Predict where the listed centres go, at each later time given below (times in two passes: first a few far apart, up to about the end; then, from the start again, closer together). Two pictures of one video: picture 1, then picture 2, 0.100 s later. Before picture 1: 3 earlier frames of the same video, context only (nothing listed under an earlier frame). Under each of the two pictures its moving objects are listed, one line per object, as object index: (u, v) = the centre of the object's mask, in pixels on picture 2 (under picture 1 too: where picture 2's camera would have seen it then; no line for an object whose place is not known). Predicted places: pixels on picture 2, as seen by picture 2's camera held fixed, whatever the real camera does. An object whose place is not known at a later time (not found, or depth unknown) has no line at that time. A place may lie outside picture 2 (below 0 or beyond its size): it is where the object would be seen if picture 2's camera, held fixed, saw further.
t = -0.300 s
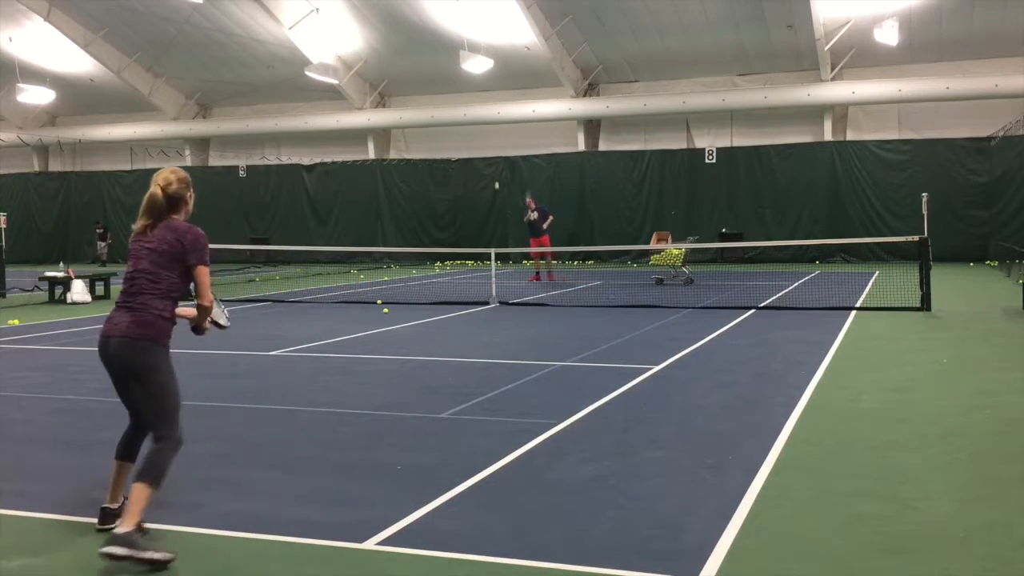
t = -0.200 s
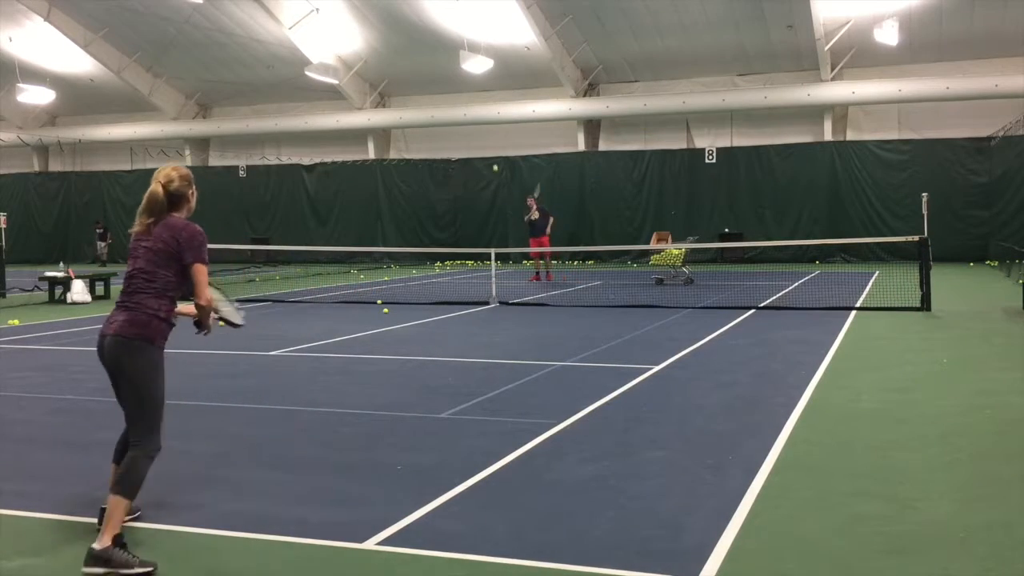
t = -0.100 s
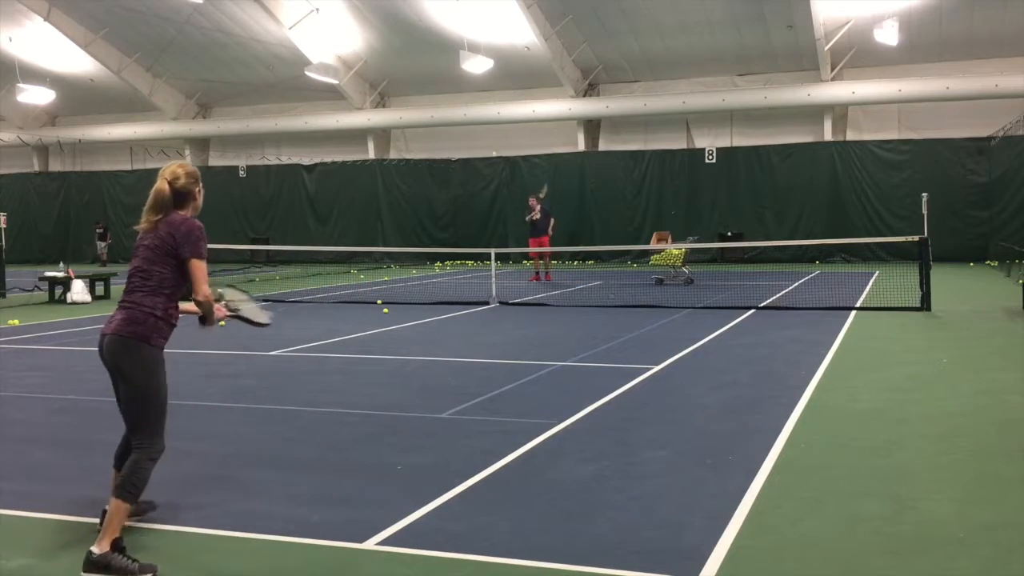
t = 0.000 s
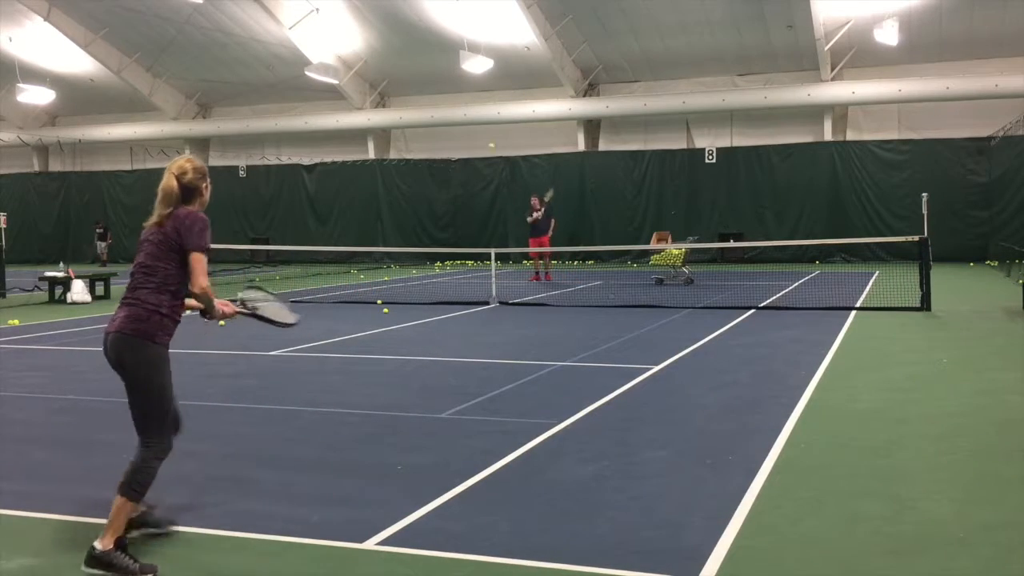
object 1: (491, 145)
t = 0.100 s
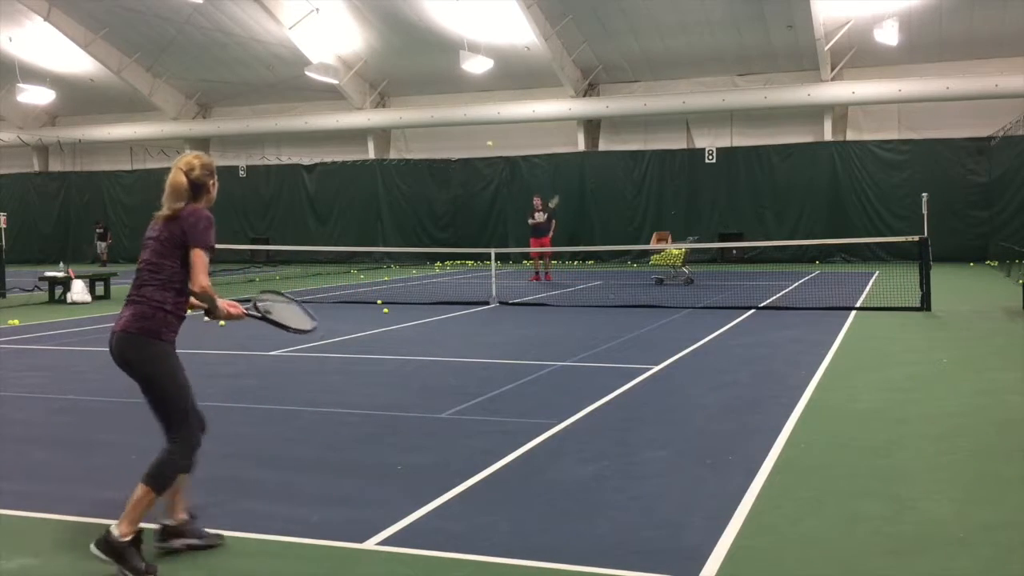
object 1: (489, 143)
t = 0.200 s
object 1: (486, 150)
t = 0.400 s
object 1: (478, 198)
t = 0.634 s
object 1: (464, 366)
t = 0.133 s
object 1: (488, 144)
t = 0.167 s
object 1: (487, 147)
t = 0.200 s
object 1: (486, 150)
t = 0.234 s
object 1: (485, 153)
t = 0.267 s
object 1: (483, 161)
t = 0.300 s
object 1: (482, 167)
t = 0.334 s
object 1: (481, 176)
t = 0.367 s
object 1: (480, 186)
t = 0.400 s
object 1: (478, 198)
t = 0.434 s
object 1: (477, 213)
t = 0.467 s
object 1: (475, 230)
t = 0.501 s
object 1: (473, 250)
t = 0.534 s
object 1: (471, 272)
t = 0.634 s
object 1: (464, 366)
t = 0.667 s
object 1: (461, 404)
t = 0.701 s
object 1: (459, 401)
